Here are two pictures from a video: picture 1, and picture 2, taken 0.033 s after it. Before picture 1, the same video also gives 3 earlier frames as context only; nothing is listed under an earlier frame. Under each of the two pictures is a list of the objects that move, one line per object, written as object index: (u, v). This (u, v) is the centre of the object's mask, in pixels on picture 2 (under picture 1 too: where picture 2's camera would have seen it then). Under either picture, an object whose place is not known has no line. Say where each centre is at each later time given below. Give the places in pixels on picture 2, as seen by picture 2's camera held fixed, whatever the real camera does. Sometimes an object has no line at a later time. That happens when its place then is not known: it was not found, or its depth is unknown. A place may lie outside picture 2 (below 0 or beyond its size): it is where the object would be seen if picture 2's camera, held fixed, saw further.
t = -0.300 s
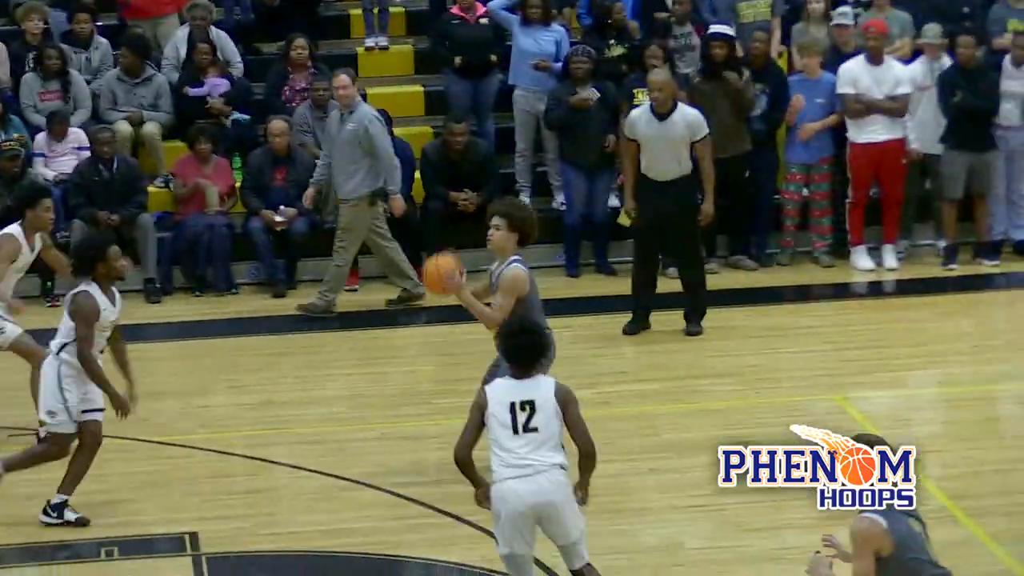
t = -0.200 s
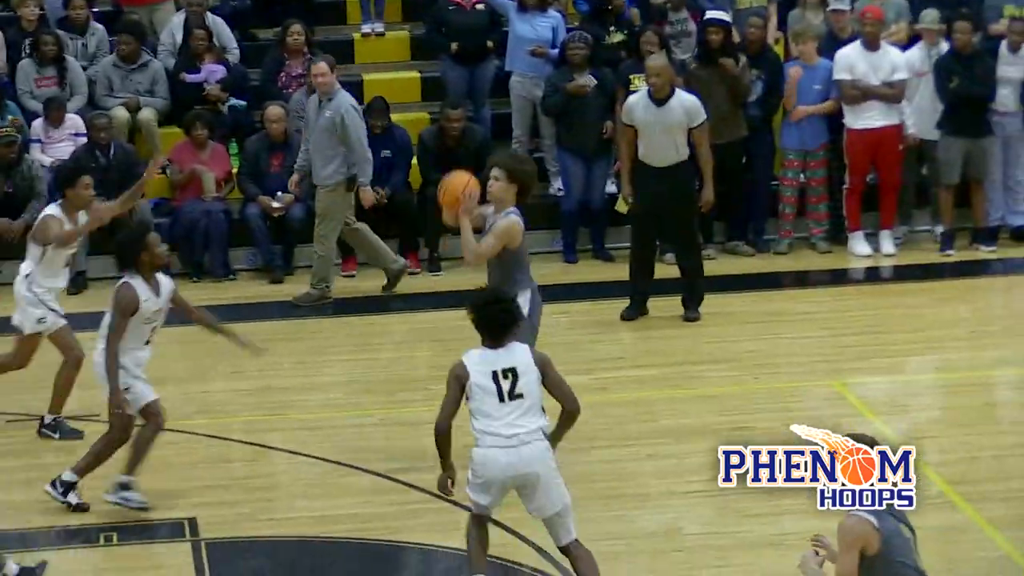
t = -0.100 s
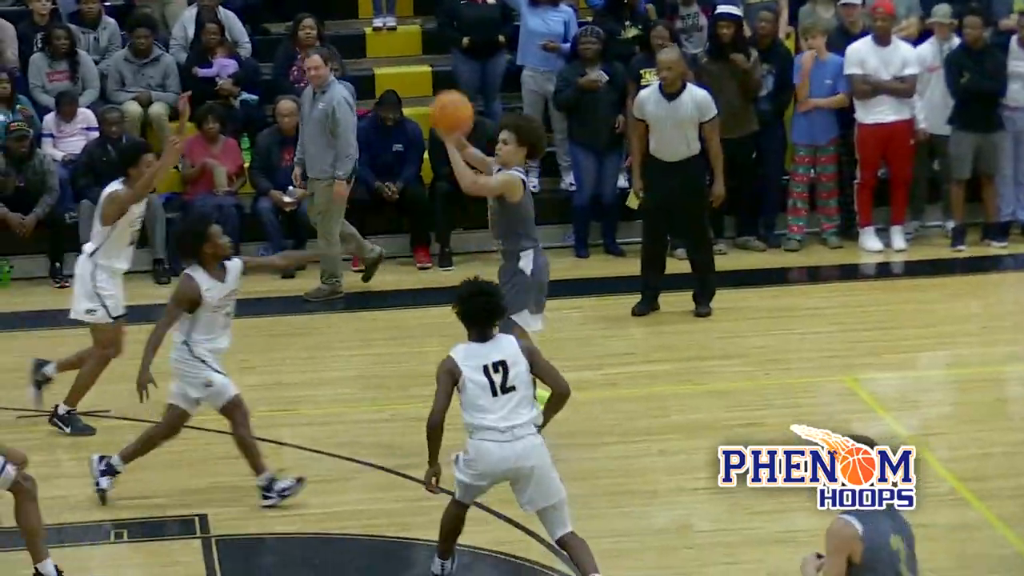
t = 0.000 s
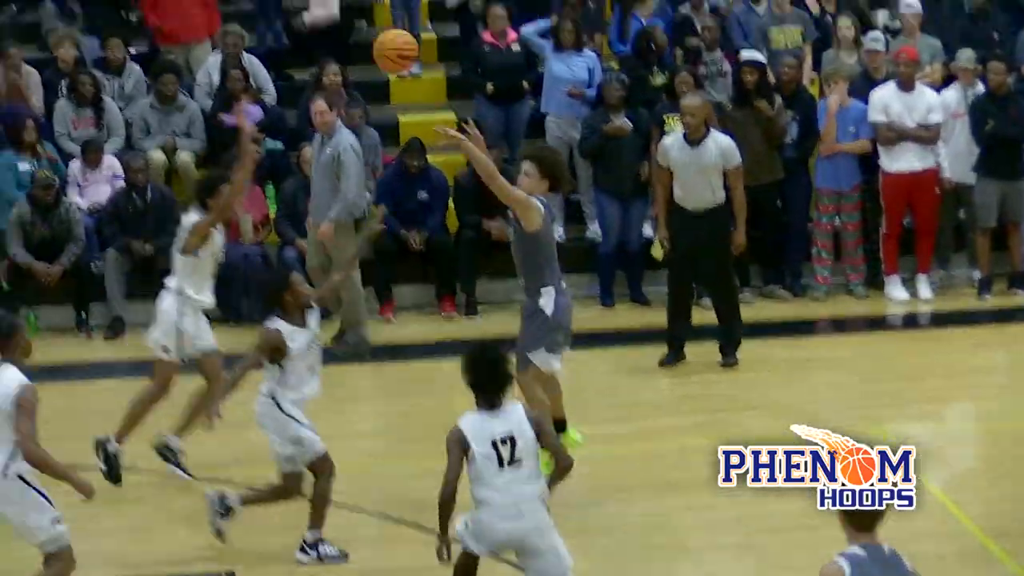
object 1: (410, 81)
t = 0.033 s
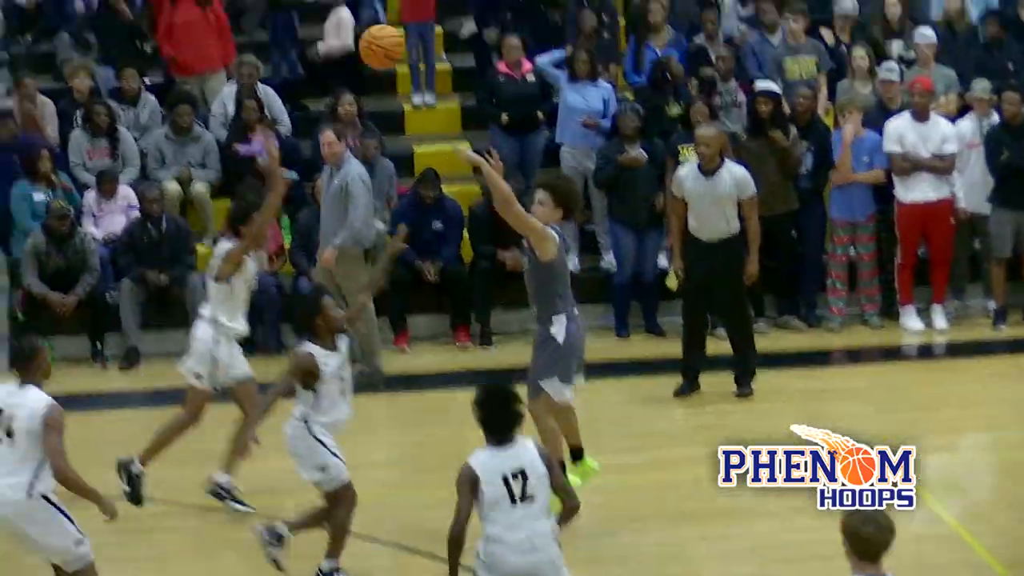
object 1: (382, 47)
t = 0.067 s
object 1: (351, 13)
